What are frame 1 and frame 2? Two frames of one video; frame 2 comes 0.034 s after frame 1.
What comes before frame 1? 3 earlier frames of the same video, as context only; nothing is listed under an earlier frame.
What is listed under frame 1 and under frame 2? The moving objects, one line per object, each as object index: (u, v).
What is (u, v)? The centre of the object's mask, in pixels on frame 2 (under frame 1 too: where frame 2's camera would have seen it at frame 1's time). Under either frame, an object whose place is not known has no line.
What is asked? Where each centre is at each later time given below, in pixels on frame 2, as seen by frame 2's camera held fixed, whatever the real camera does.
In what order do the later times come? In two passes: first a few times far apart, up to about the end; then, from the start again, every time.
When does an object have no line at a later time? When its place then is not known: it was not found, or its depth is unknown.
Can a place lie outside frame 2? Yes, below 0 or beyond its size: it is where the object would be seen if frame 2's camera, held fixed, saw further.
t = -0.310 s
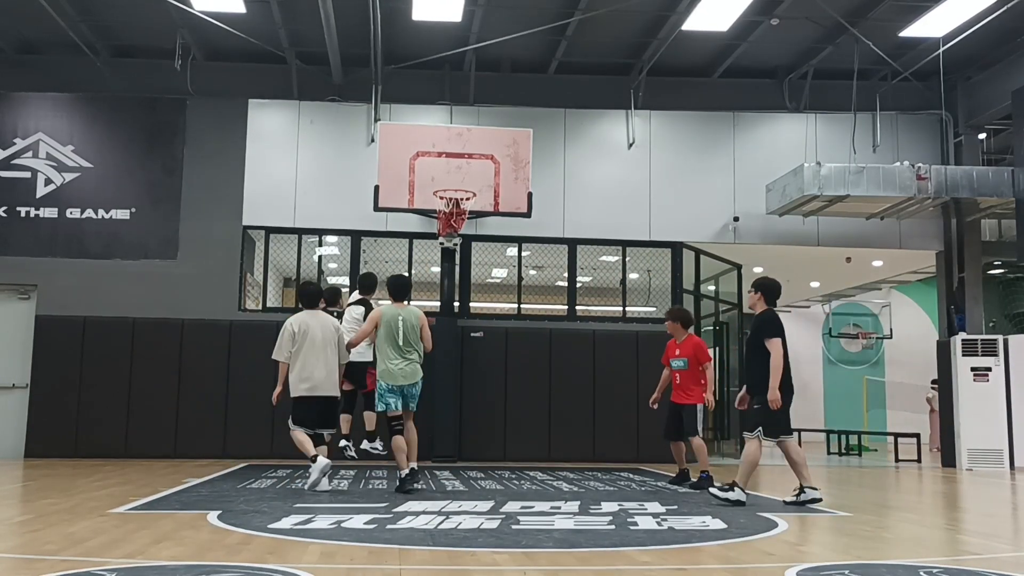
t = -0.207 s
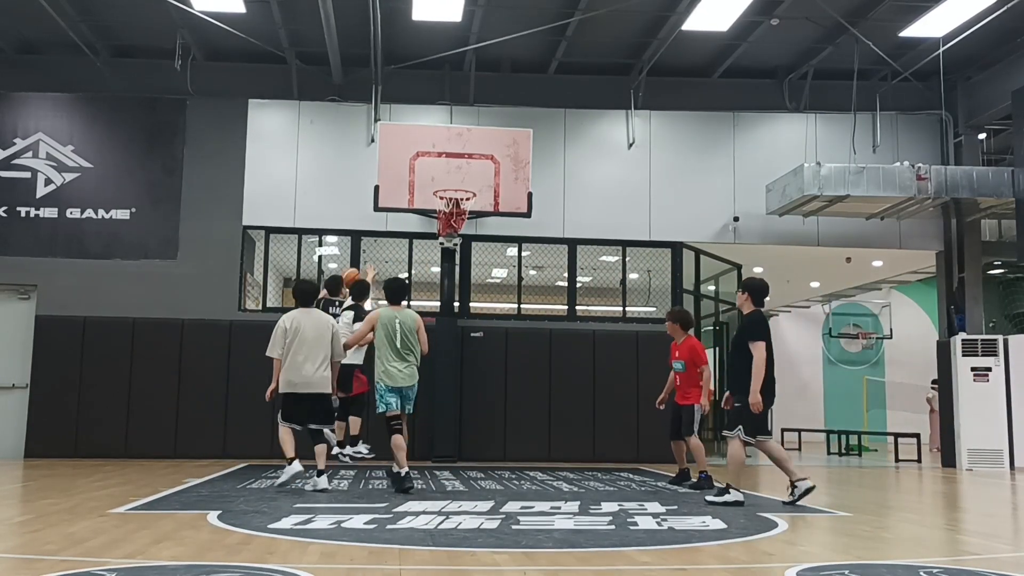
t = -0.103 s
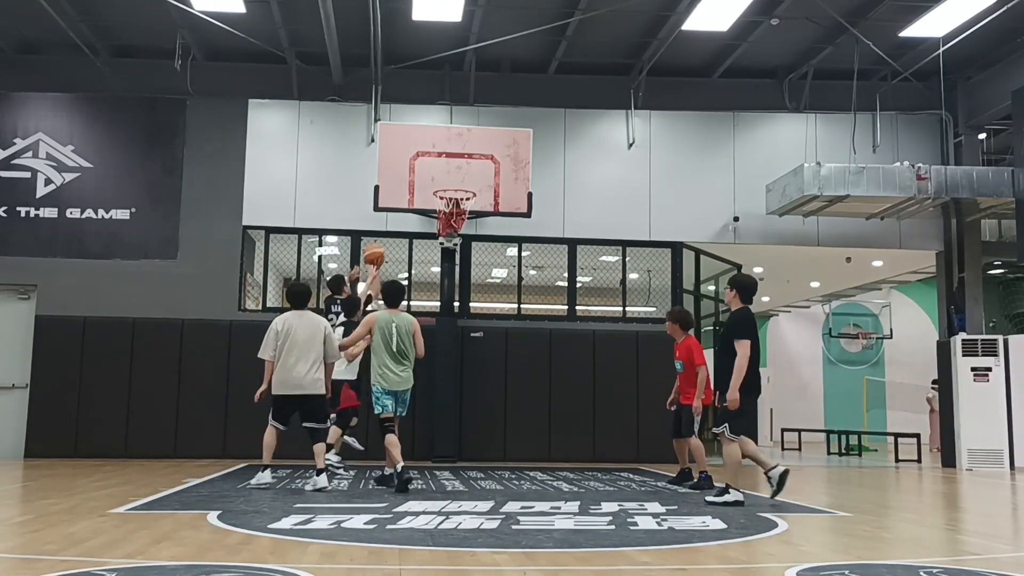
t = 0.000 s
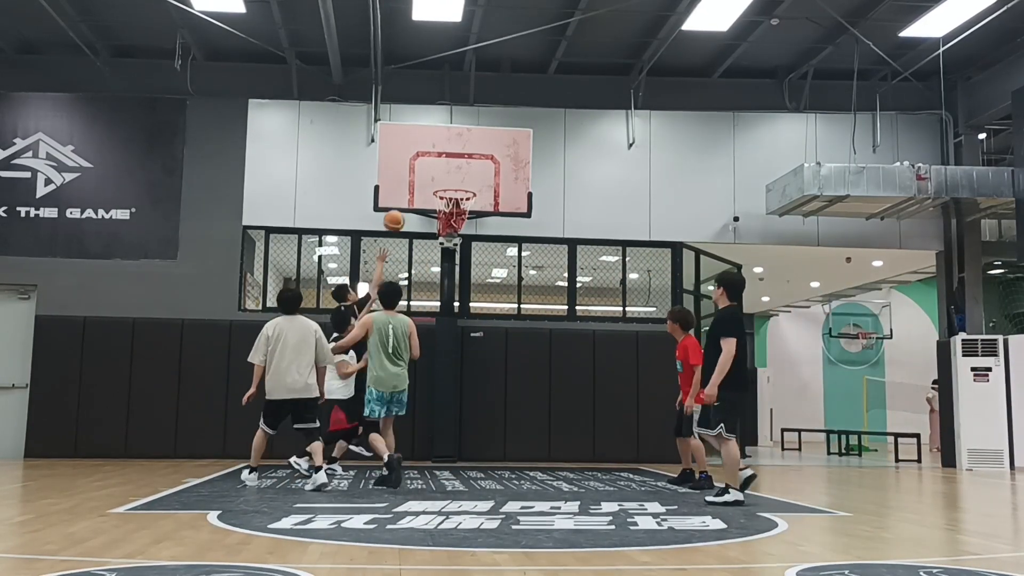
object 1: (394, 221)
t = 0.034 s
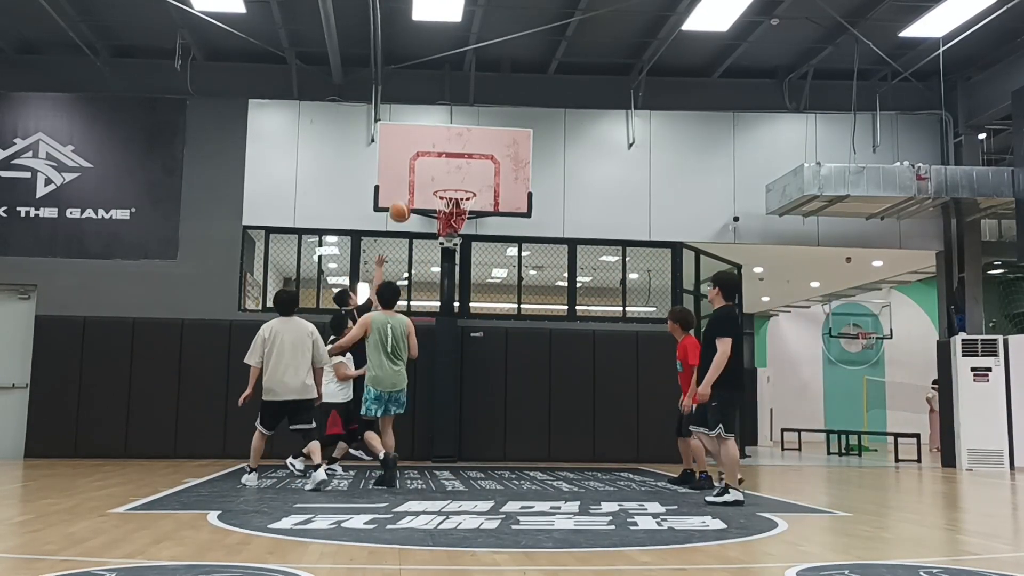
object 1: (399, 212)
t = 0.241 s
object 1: (428, 183)
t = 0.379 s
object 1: (438, 182)
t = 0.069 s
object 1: (406, 204)
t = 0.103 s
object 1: (412, 197)
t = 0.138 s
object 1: (417, 190)
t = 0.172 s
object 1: (422, 186)
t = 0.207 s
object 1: (425, 184)
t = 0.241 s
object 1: (428, 183)
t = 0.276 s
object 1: (431, 182)
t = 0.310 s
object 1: (433, 183)
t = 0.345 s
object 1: (436, 182)
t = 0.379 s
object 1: (438, 182)
